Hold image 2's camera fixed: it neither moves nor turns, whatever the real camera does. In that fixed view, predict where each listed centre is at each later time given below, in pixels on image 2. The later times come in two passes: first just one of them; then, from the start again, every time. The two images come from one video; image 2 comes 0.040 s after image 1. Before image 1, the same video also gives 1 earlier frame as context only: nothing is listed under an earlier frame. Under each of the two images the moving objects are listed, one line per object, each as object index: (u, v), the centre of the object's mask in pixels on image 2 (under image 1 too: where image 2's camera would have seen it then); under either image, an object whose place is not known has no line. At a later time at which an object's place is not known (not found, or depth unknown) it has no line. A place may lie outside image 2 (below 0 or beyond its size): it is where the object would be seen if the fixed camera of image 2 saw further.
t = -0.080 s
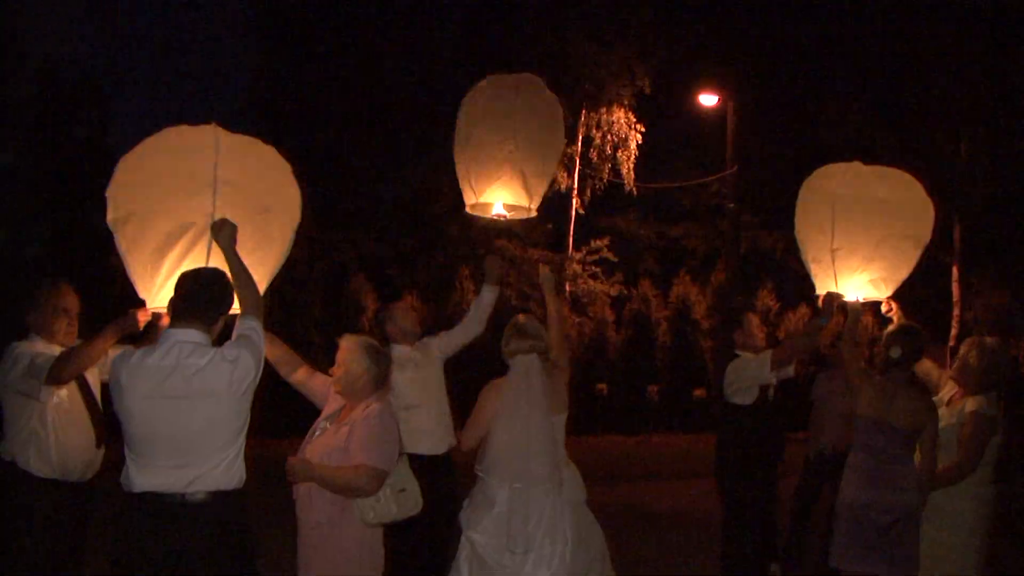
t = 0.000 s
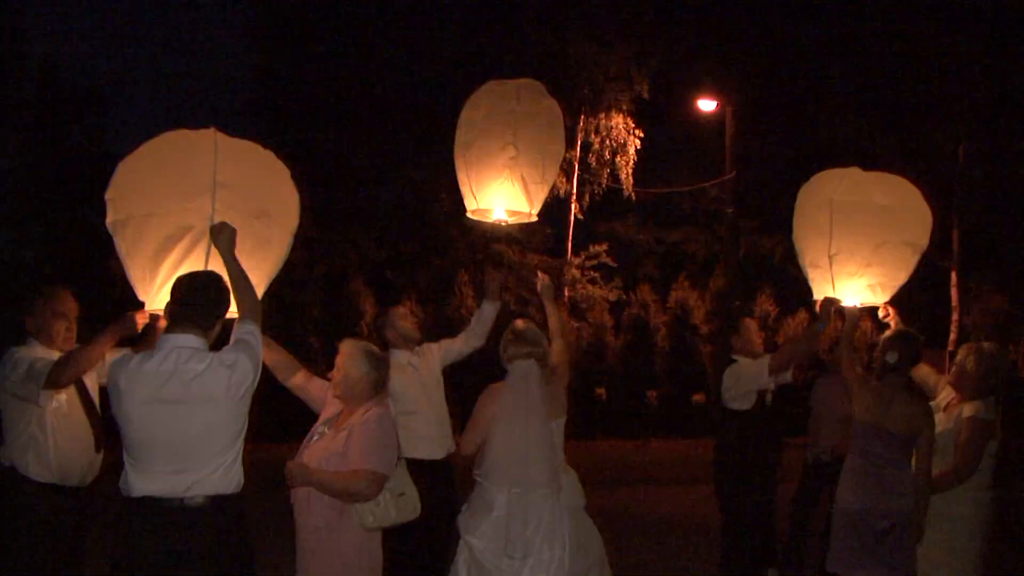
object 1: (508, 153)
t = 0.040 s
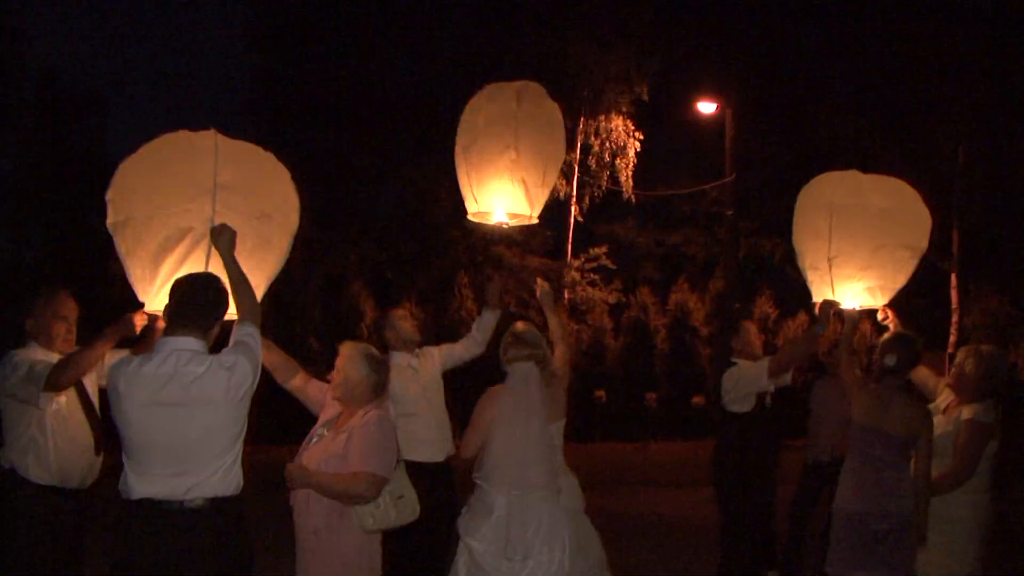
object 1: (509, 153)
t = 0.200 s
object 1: (515, 152)
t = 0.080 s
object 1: (511, 152)
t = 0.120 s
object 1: (512, 152)
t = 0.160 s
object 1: (514, 152)
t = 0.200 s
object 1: (515, 152)
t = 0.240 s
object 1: (517, 151)
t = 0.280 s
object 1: (518, 151)
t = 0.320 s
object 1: (520, 151)
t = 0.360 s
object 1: (521, 150)
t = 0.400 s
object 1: (523, 150)
